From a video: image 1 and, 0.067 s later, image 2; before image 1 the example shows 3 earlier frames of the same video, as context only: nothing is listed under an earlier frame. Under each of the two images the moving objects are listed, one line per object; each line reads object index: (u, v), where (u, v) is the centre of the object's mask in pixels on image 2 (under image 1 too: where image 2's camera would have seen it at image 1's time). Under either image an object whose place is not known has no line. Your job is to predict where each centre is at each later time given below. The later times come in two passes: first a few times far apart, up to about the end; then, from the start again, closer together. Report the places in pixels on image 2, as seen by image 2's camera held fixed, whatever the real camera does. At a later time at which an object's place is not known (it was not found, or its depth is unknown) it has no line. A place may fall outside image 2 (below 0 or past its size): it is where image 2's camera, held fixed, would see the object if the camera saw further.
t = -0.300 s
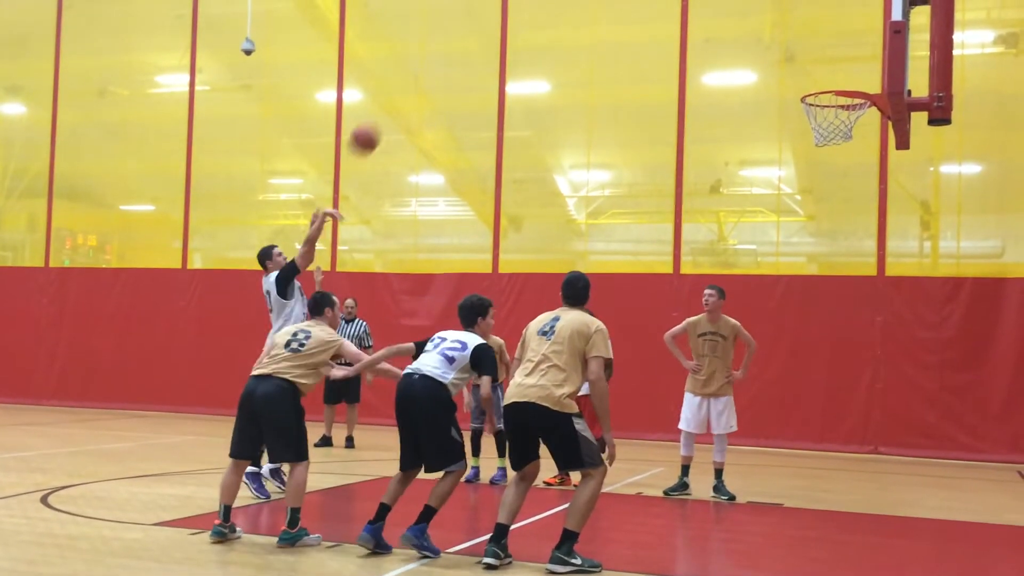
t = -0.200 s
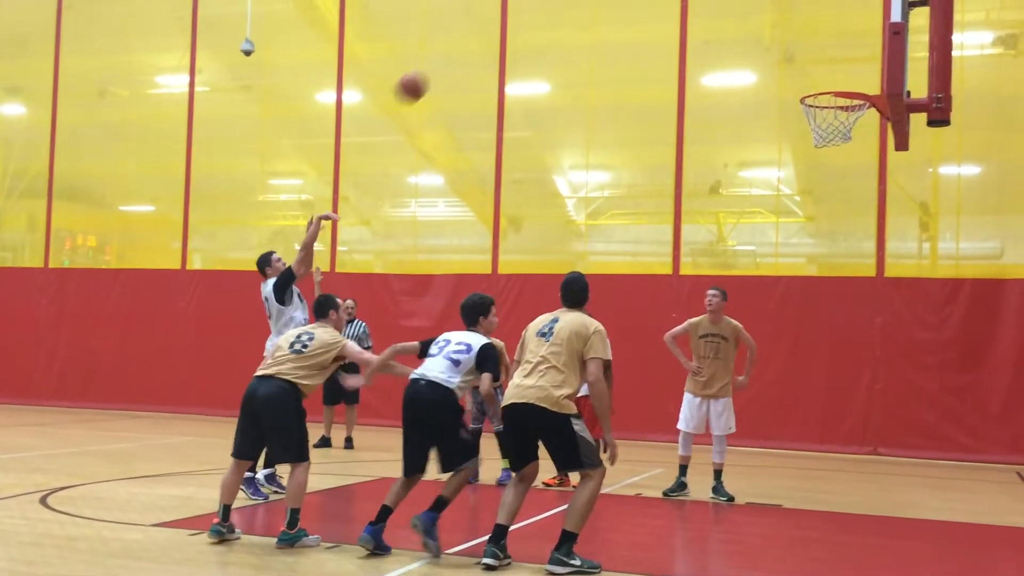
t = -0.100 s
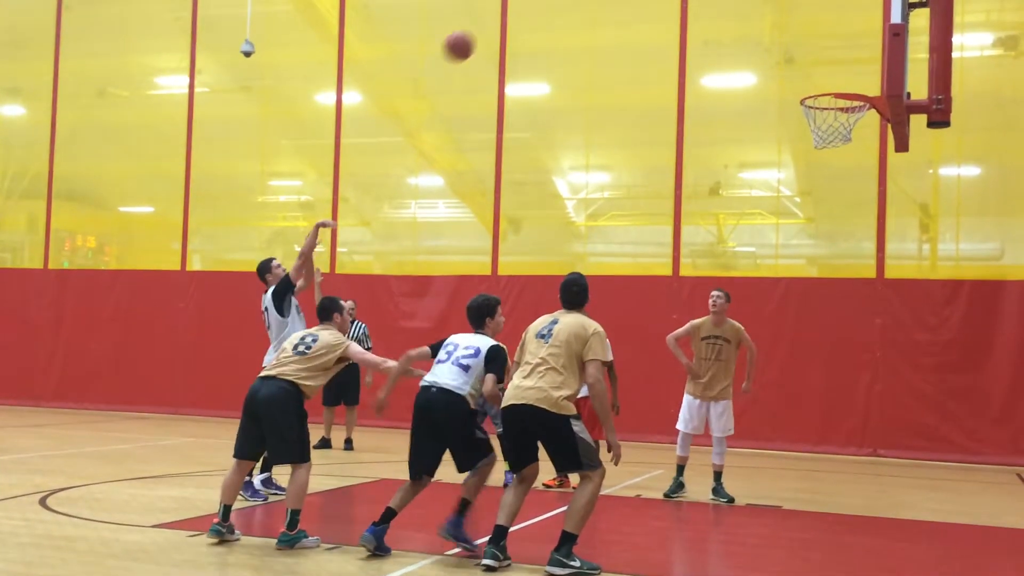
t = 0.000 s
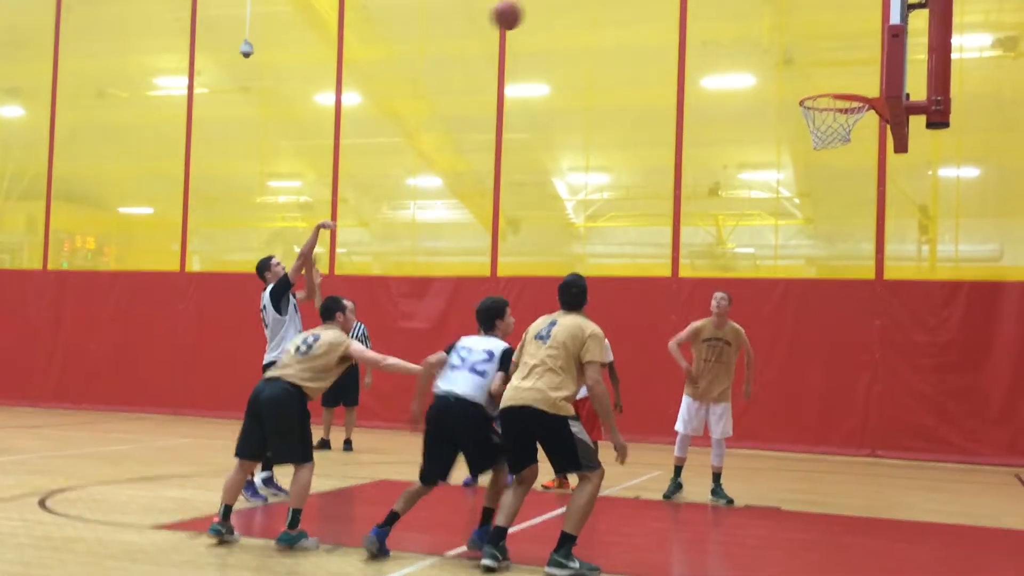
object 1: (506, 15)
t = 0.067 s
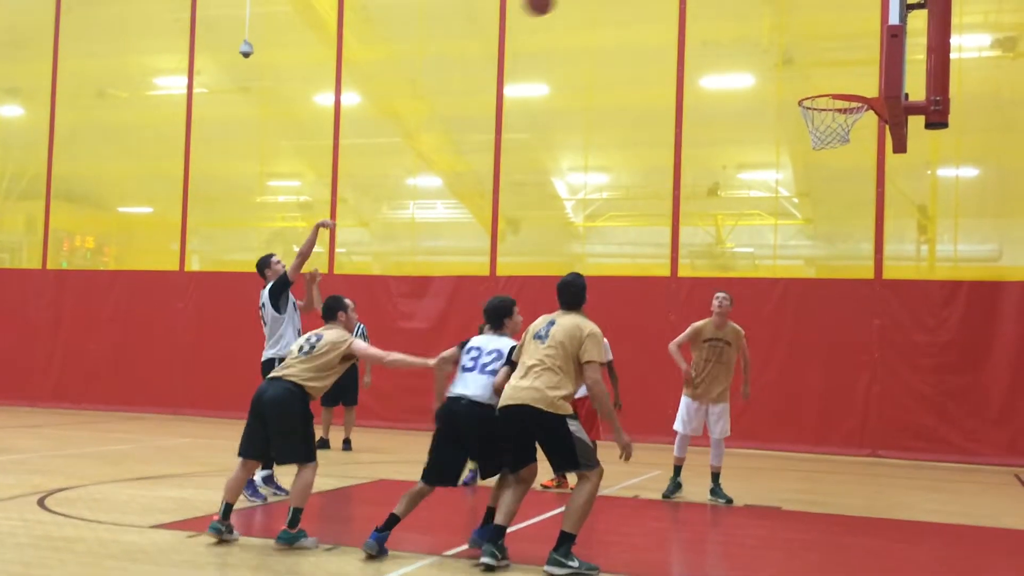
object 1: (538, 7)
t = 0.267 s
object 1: (639, 1)
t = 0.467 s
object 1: (745, 27)
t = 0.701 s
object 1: (857, 131)
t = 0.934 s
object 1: (846, 191)
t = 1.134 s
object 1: (836, 296)
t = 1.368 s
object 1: (828, 478)
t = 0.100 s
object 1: (554, 4)
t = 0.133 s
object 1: (572, 3)
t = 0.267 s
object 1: (639, 1)
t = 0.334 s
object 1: (674, 4)
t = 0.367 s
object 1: (690, 7)
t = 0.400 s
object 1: (709, 10)
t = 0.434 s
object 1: (727, 17)
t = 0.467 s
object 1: (745, 27)
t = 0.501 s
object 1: (763, 40)
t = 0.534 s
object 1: (782, 53)
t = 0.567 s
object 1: (799, 68)
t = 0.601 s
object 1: (818, 83)
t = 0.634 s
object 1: (837, 105)
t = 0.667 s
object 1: (851, 123)
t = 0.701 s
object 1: (857, 131)
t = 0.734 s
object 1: (854, 137)
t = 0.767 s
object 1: (853, 142)
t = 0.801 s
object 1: (852, 149)
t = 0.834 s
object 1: (851, 157)
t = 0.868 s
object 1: (849, 168)
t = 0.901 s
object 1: (847, 178)
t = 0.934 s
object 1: (846, 191)
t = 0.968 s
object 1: (844, 206)
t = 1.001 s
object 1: (843, 222)
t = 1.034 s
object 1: (841, 239)
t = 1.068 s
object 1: (840, 257)
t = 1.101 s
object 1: (839, 276)
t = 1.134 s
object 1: (836, 296)
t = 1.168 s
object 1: (835, 319)
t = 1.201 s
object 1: (834, 342)
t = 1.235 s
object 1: (833, 367)
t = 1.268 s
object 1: (831, 393)
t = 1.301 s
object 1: (830, 419)
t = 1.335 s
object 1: (829, 448)
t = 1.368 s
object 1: (828, 478)
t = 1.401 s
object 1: (826, 512)
